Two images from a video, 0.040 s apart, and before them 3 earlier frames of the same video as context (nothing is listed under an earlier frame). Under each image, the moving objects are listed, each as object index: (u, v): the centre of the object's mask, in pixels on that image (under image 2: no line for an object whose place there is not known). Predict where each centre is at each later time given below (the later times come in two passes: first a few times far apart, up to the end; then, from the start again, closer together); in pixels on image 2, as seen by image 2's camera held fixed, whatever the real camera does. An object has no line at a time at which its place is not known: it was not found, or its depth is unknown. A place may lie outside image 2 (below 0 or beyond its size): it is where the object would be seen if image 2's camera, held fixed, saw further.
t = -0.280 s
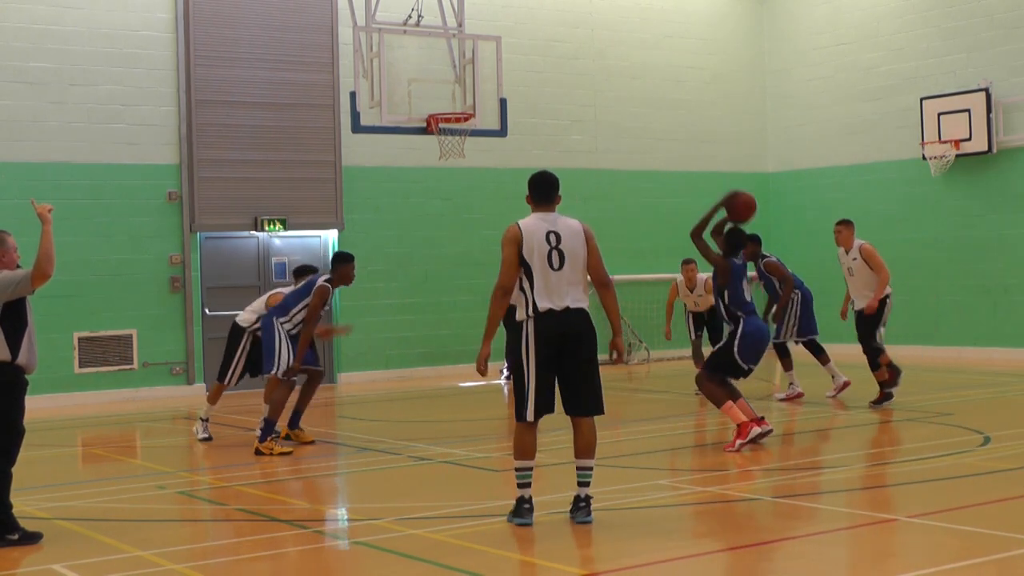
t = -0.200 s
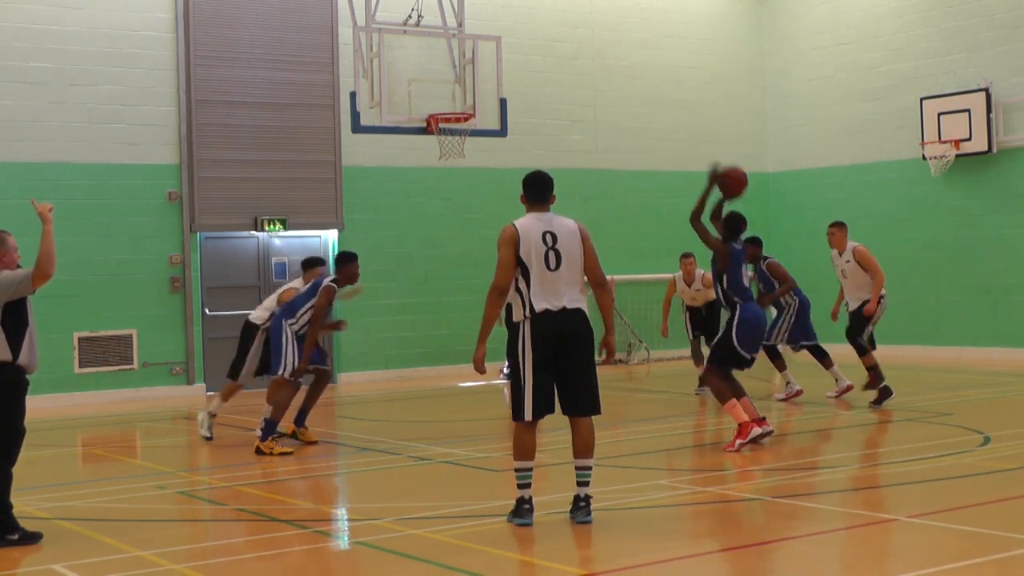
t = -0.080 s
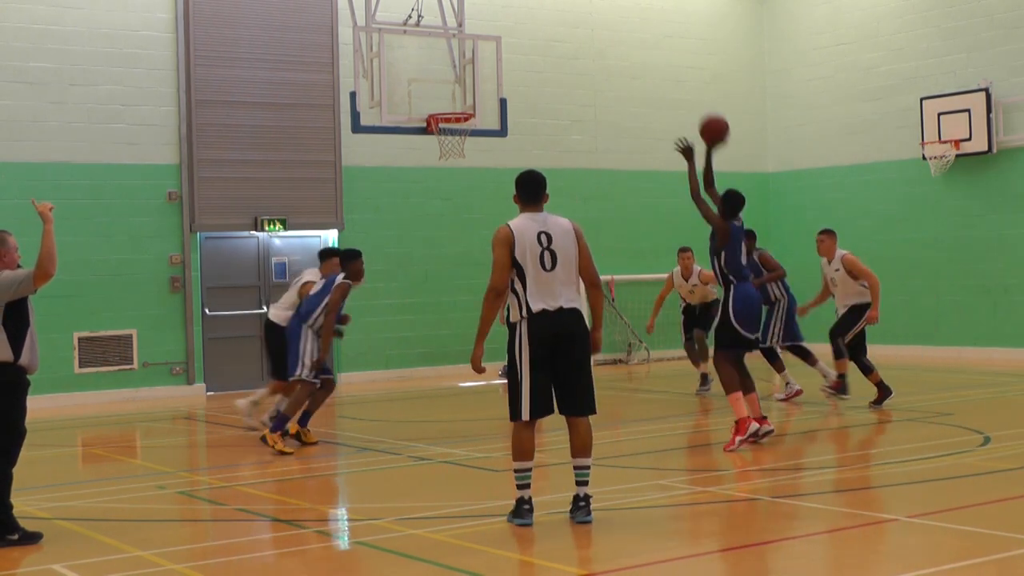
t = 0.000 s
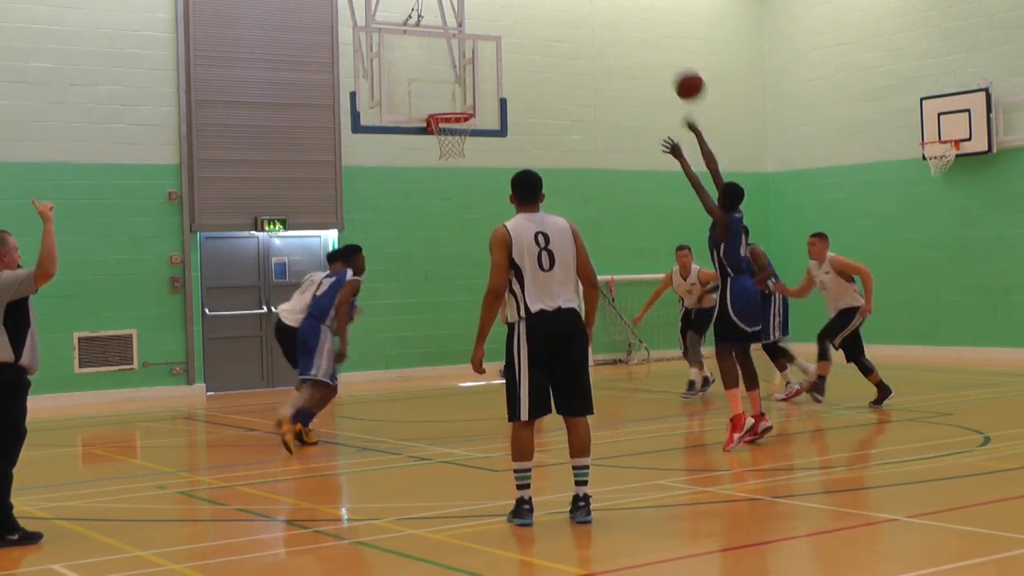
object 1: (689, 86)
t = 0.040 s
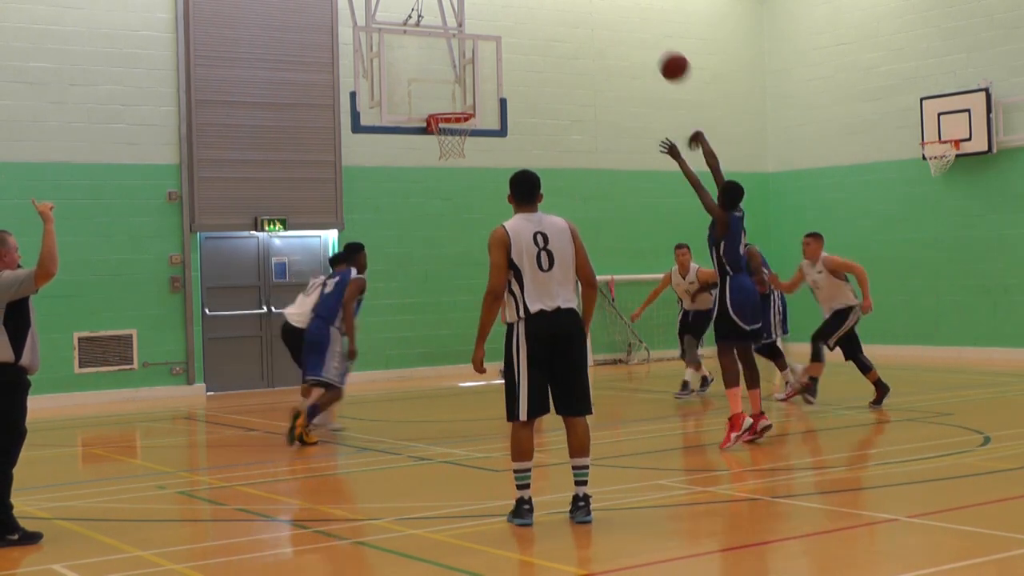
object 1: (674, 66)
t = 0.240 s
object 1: (605, 8)
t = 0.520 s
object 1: (526, 3)
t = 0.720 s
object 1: (479, 36)
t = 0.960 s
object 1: (447, 93)
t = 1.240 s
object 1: (515, 26)
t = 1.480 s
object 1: (577, 26)
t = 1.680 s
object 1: (630, 70)
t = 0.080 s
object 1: (659, 49)
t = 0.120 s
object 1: (645, 35)
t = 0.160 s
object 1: (631, 22)
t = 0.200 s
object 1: (618, 13)
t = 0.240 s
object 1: (605, 8)
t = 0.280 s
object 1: (593, 5)
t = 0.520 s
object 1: (526, 3)
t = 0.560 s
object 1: (516, 6)
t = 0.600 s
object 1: (506, 9)
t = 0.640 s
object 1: (497, 16)
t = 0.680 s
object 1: (488, 25)
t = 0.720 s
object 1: (479, 36)
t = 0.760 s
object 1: (470, 48)
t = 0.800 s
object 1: (461, 62)
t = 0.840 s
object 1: (453, 76)
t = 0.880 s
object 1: (445, 92)
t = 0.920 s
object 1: (438, 105)
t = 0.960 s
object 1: (447, 93)
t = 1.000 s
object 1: (456, 79)
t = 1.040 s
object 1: (466, 67)
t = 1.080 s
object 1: (475, 56)
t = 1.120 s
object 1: (485, 46)
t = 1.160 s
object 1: (495, 38)
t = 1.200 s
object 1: (505, 31)
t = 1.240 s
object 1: (515, 26)
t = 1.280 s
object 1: (525, 22)
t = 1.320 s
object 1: (535, 20)
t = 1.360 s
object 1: (545, 19)
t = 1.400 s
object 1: (556, 20)
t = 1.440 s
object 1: (566, 22)
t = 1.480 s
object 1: (577, 26)
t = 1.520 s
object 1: (587, 32)
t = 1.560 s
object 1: (598, 39)
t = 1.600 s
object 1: (609, 48)
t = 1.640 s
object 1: (620, 58)
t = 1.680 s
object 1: (630, 70)
